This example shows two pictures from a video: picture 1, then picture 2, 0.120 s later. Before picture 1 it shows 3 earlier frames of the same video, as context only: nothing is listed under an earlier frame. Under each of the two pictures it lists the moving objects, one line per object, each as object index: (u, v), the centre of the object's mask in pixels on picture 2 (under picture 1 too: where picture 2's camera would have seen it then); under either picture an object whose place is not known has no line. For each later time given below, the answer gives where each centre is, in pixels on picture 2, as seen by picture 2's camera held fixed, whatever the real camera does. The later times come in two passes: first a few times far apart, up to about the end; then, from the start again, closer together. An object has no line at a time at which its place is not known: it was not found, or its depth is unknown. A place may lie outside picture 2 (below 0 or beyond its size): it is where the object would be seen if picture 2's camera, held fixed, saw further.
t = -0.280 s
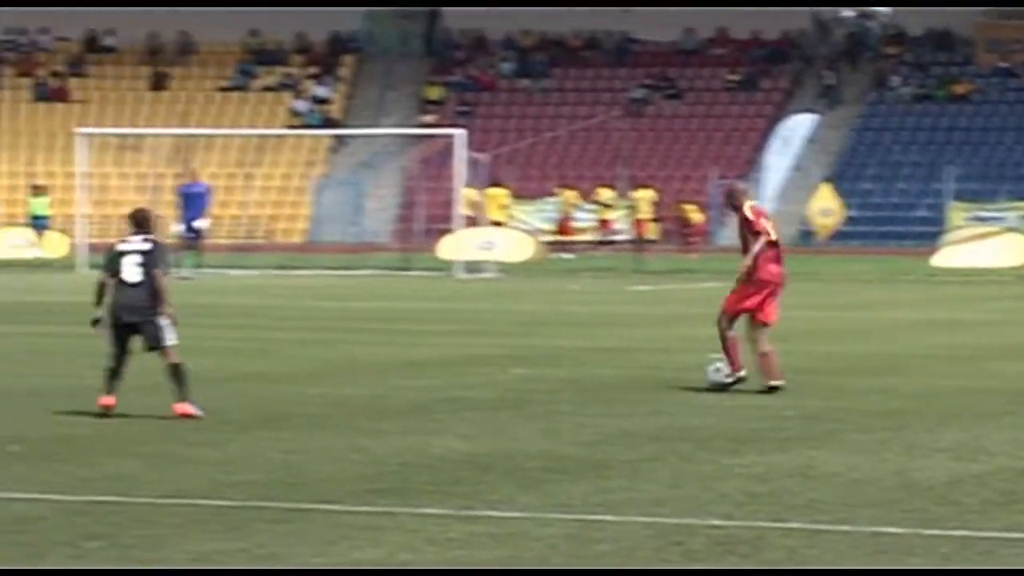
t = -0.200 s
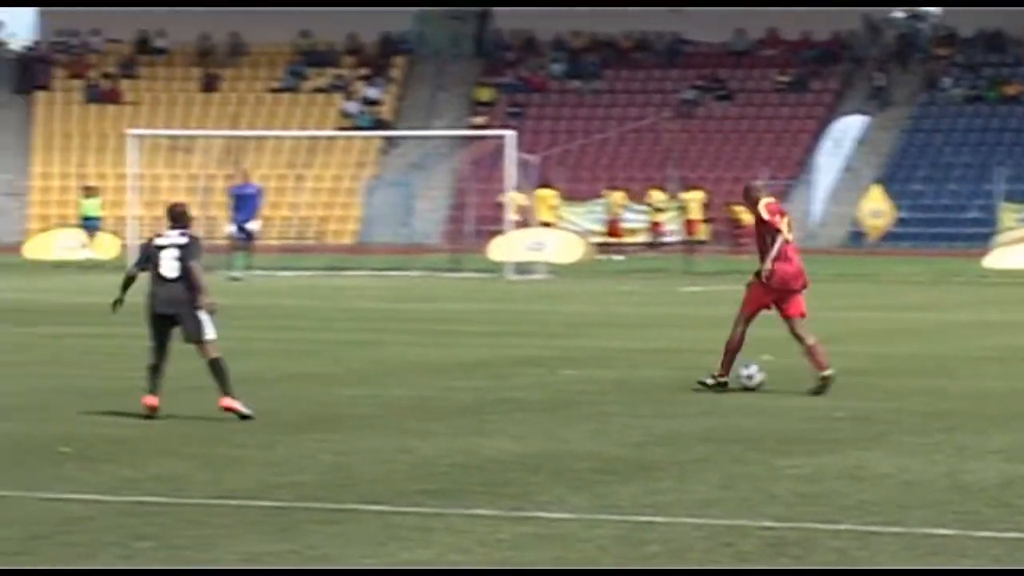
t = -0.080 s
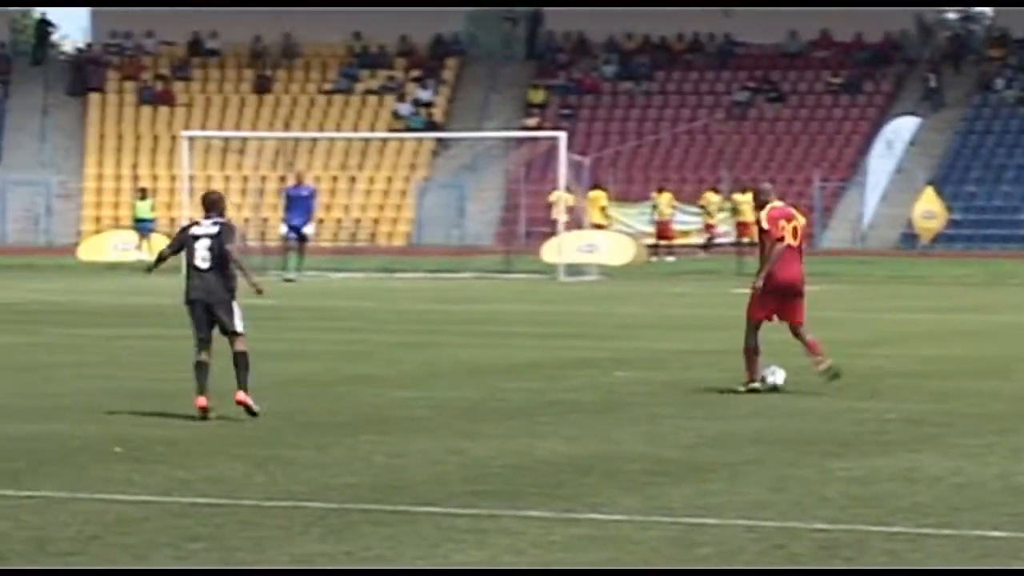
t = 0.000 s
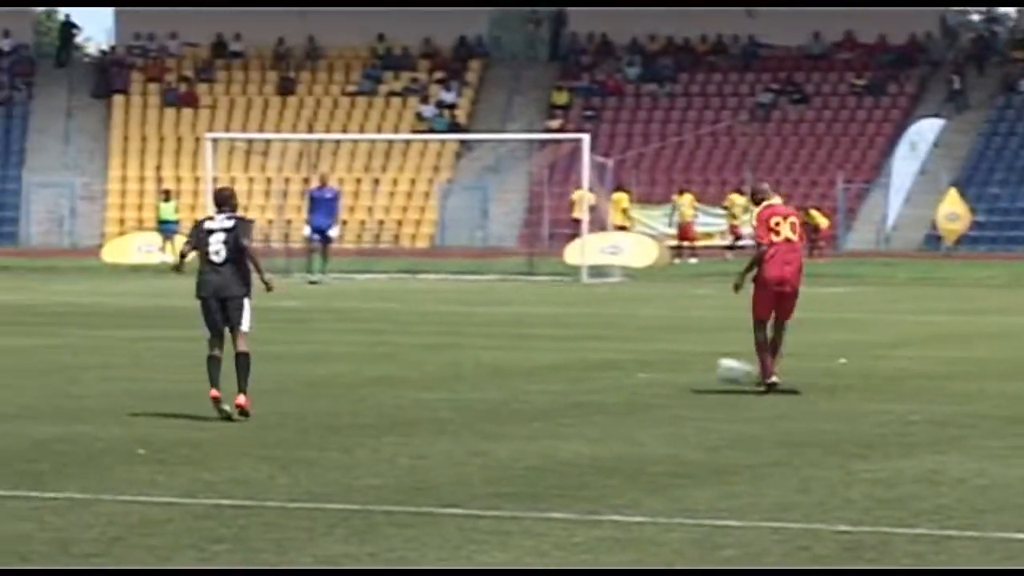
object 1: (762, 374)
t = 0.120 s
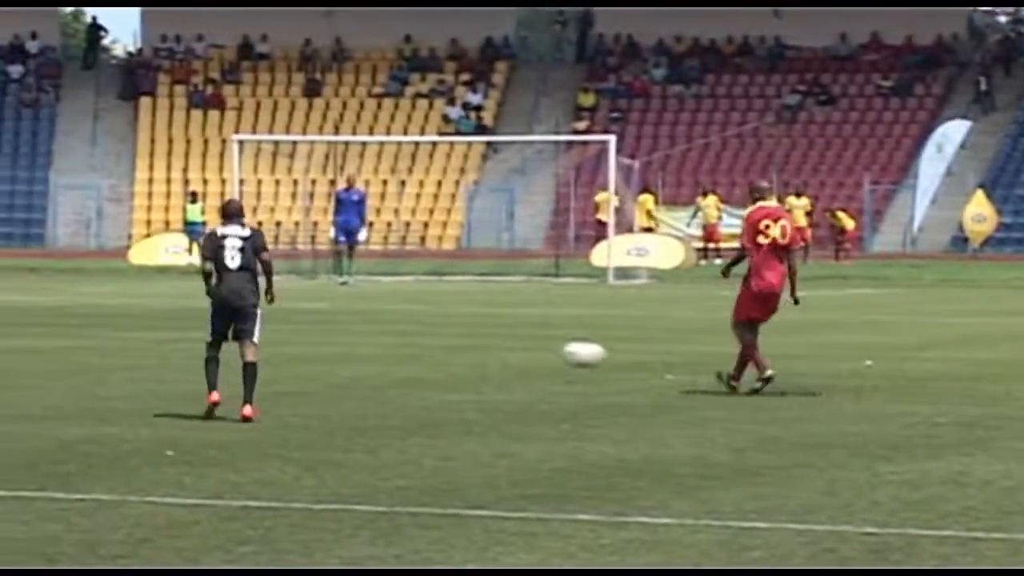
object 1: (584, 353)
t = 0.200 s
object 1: (472, 353)
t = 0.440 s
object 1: (207, 348)
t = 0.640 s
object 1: (31, 341)
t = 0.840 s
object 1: (-98, 335)
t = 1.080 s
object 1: (-233, 336)
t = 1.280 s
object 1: (-334, 334)
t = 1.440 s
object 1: (-412, 334)
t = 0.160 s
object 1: (527, 351)
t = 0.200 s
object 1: (472, 353)
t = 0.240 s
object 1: (420, 355)
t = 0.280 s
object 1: (370, 361)
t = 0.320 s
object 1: (324, 354)
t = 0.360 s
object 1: (282, 350)
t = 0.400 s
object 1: (240, 349)
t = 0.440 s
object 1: (207, 348)
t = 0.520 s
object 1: (127, 345)
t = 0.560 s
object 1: (95, 342)
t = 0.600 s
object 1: (63, 340)
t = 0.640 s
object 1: (31, 341)
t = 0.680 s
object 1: (2, 345)
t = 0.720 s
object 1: (-24, 341)
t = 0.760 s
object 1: (-49, 337)
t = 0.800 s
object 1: (-74, 335)
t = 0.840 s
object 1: (-98, 335)
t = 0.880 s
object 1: (-122, 337)
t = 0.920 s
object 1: (-145, 340)
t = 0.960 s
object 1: (-168, 336)
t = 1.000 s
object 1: (-190, 333)
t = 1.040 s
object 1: (-212, 334)
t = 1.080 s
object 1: (-233, 336)
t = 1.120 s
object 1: (-254, 337)
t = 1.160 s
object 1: (-274, 333)
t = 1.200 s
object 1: (-294, 331)
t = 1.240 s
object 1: (-314, 331)
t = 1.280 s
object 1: (-334, 334)
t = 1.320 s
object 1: (-354, 336)
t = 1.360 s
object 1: (-374, 334)
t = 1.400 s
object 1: (-393, 333)
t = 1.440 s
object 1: (-412, 334)
